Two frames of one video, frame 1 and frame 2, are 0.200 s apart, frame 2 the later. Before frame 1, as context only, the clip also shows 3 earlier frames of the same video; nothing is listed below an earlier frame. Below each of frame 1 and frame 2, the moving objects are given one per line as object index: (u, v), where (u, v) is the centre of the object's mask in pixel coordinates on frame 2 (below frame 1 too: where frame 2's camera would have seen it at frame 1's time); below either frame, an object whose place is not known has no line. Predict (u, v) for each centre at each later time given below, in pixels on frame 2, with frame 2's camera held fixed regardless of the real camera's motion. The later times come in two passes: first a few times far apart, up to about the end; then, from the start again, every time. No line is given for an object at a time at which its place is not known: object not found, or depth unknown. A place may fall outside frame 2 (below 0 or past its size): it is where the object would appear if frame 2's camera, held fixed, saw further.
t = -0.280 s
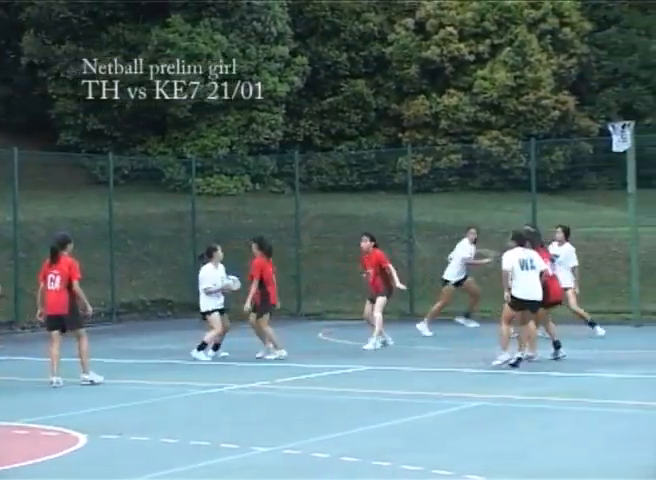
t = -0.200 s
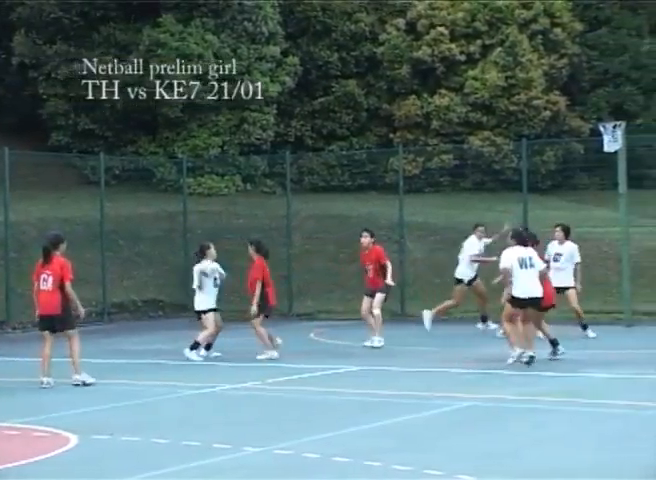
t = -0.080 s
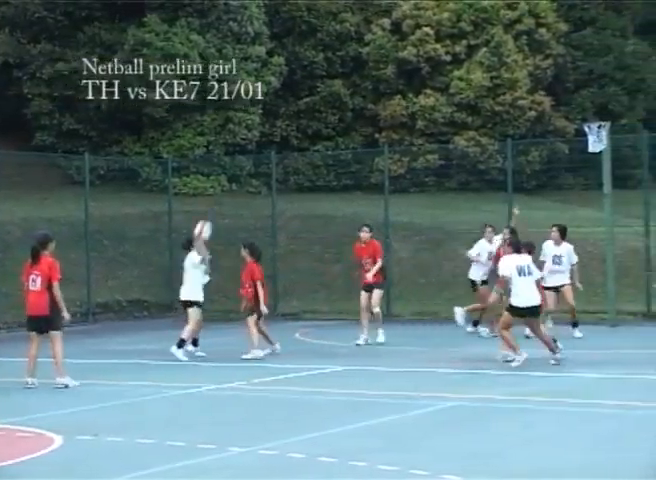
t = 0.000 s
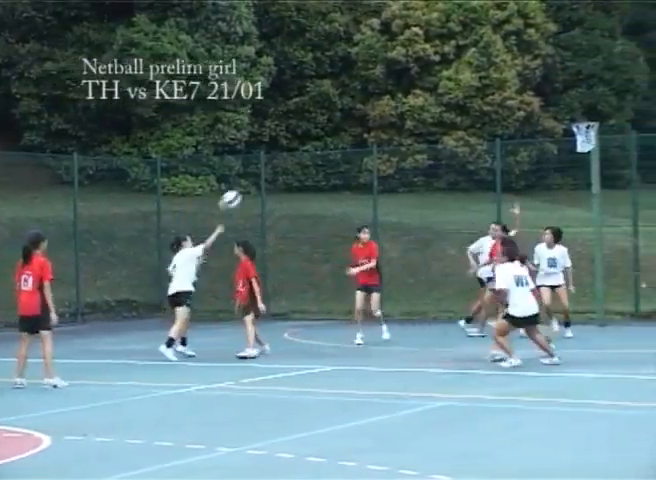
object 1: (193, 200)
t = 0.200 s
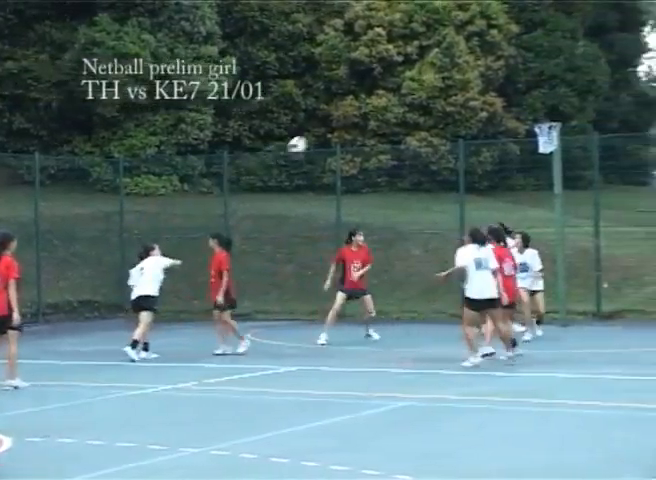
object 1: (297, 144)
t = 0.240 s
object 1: (318, 137)
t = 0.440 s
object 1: (412, 120)
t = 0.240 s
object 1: (318, 137)
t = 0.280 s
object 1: (337, 132)
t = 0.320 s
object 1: (356, 126)
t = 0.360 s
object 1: (375, 124)
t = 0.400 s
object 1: (393, 121)
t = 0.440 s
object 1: (412, 120)
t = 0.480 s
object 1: (430, 120)
